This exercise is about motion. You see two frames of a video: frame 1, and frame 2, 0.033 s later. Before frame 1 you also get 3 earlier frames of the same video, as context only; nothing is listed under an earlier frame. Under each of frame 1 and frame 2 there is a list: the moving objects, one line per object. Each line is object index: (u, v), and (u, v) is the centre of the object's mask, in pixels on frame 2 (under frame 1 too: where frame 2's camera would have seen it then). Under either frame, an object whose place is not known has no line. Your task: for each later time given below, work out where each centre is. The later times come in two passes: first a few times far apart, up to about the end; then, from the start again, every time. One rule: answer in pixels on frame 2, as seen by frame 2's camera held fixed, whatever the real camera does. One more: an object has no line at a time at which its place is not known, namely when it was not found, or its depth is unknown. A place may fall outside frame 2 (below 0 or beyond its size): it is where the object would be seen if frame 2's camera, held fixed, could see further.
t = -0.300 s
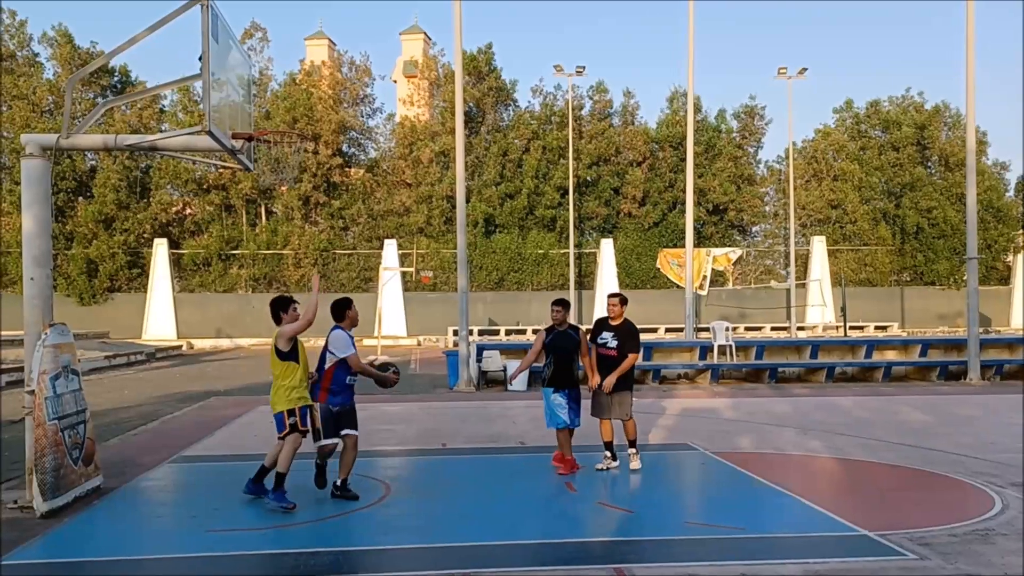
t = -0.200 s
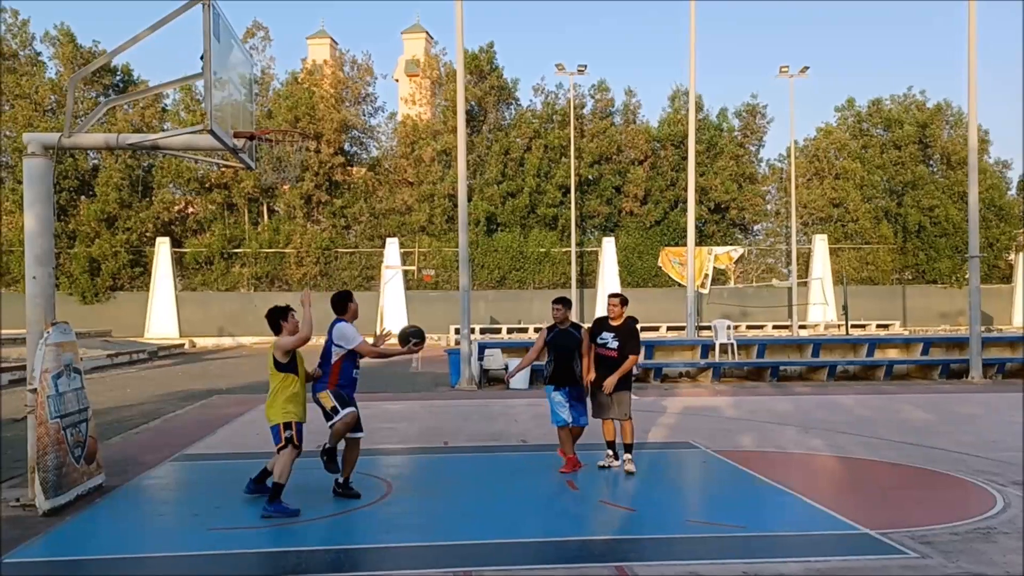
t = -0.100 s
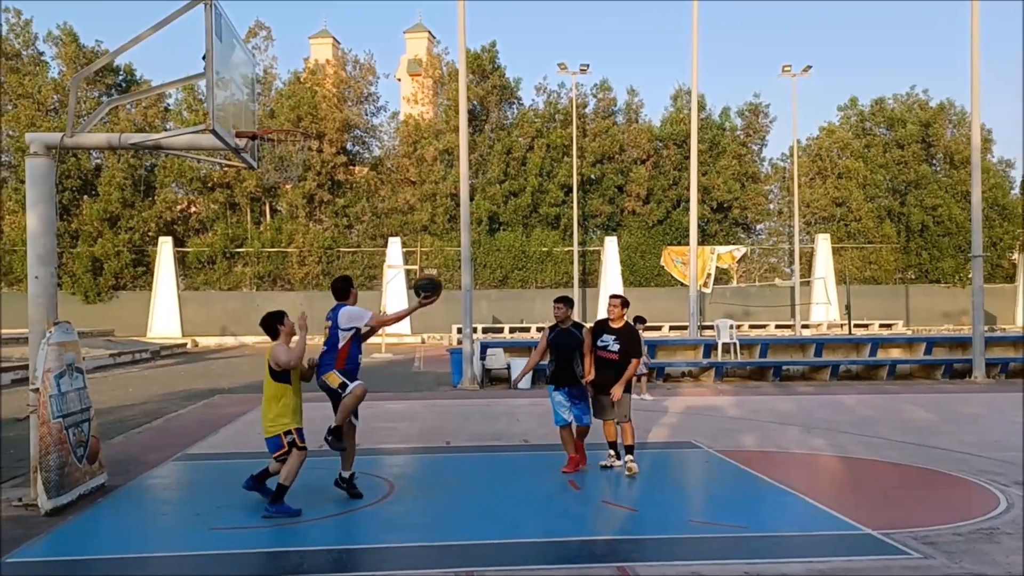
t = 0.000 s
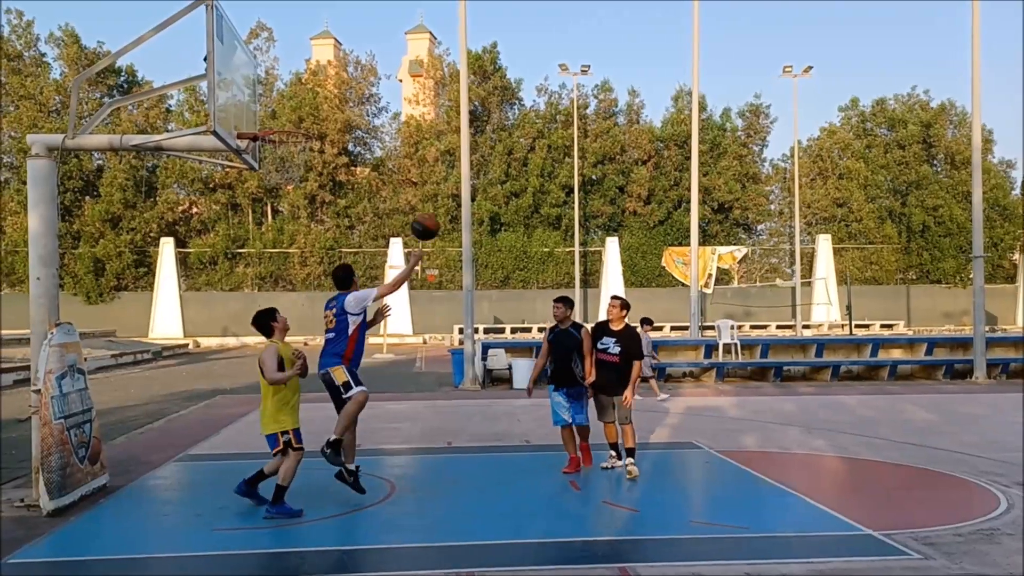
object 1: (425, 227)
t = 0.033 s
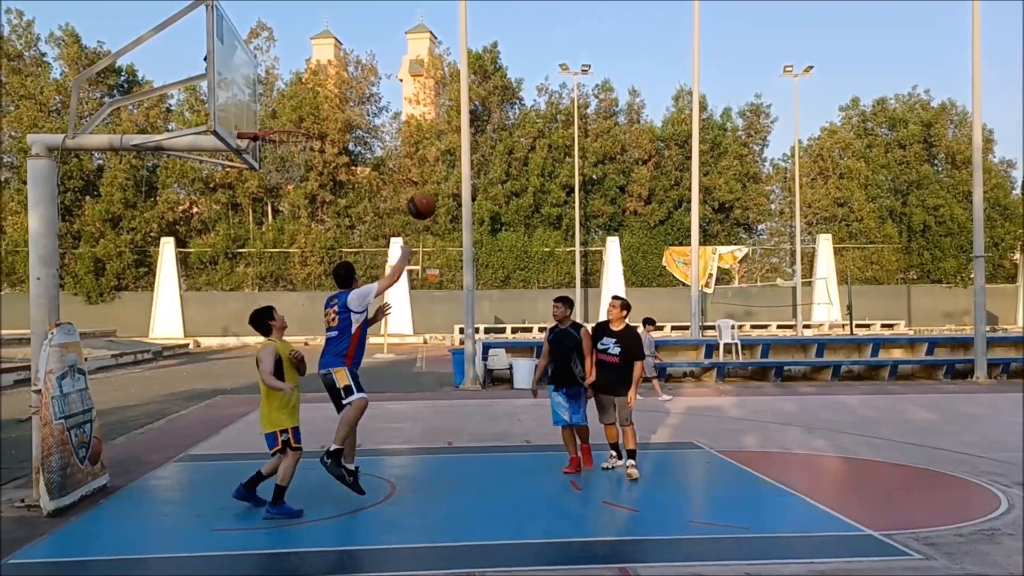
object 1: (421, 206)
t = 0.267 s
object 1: (393, 99)
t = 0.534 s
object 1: (362, 53)
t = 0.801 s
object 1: (332, 88)
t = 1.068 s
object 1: (304, 203)
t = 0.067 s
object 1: (417, 187)
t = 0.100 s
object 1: (413, 169)
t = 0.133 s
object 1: (409, 152)
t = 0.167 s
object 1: (405, 137)
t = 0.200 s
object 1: (401, 123)
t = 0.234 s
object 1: (397, 110)
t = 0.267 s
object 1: (393, 99)
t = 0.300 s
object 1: (389, 88)
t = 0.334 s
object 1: (385, 80)
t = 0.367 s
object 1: (381, 72)
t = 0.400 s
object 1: (377, 66)
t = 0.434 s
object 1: (373, 61)
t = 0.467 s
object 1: (369, 57)
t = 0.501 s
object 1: (365, 54)
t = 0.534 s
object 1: (362, 53)
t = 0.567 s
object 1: (358, 53)
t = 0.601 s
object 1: (354, 54)
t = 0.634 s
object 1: (351, 57)
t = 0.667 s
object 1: (347, 60)
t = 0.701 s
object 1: (344, 65)
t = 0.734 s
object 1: (341, 71)
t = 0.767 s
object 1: (336, 78)
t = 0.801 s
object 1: (332, 88)
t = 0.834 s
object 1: (327, 99)
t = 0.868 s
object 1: (325, 110)
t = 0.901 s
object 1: (321, 123)
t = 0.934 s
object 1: (318, 136)
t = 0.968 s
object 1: (314, 150)
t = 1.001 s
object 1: (311, 167)
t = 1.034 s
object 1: (307, 185)
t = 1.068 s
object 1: (304, 203)
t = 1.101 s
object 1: (300, 224)
